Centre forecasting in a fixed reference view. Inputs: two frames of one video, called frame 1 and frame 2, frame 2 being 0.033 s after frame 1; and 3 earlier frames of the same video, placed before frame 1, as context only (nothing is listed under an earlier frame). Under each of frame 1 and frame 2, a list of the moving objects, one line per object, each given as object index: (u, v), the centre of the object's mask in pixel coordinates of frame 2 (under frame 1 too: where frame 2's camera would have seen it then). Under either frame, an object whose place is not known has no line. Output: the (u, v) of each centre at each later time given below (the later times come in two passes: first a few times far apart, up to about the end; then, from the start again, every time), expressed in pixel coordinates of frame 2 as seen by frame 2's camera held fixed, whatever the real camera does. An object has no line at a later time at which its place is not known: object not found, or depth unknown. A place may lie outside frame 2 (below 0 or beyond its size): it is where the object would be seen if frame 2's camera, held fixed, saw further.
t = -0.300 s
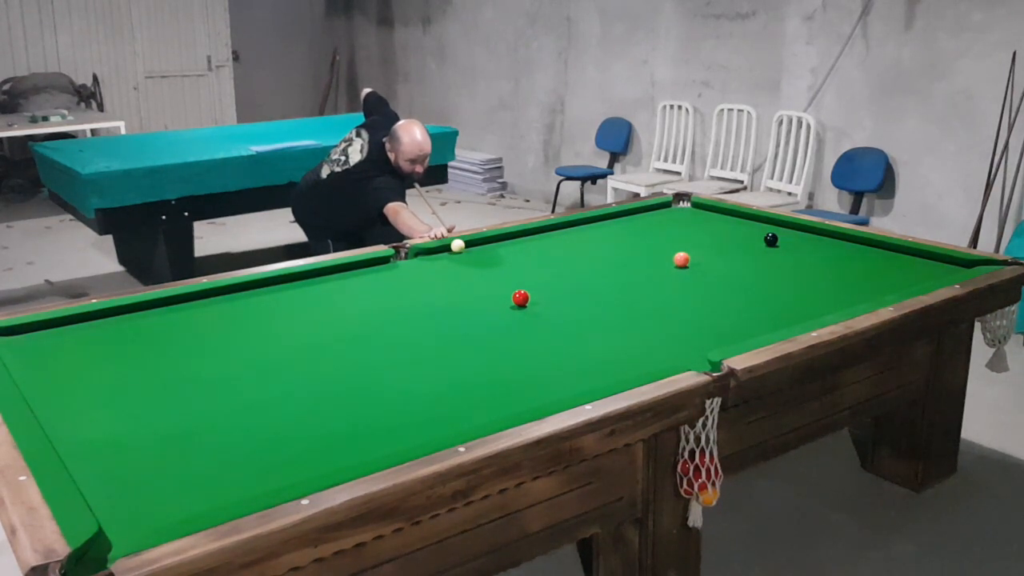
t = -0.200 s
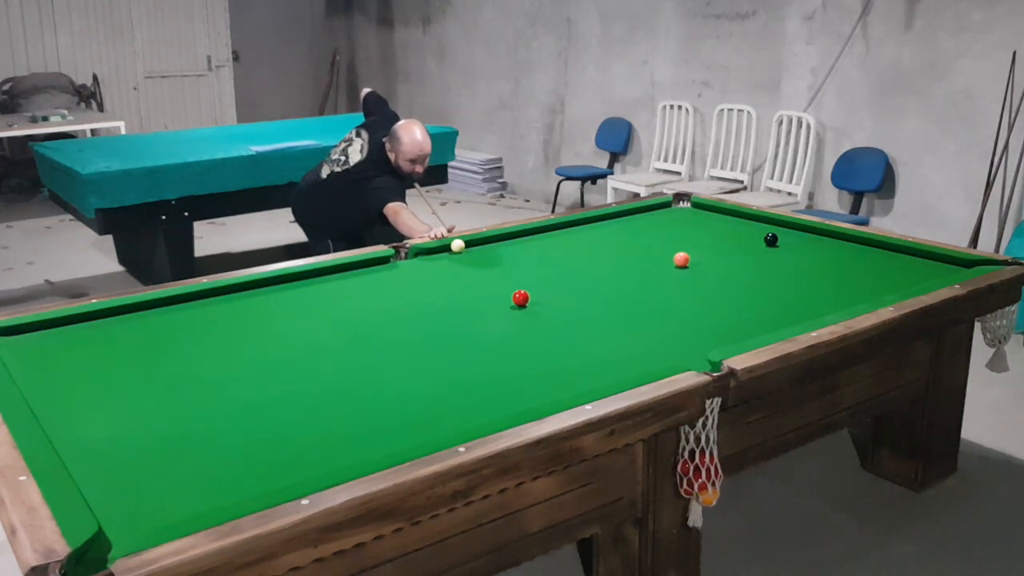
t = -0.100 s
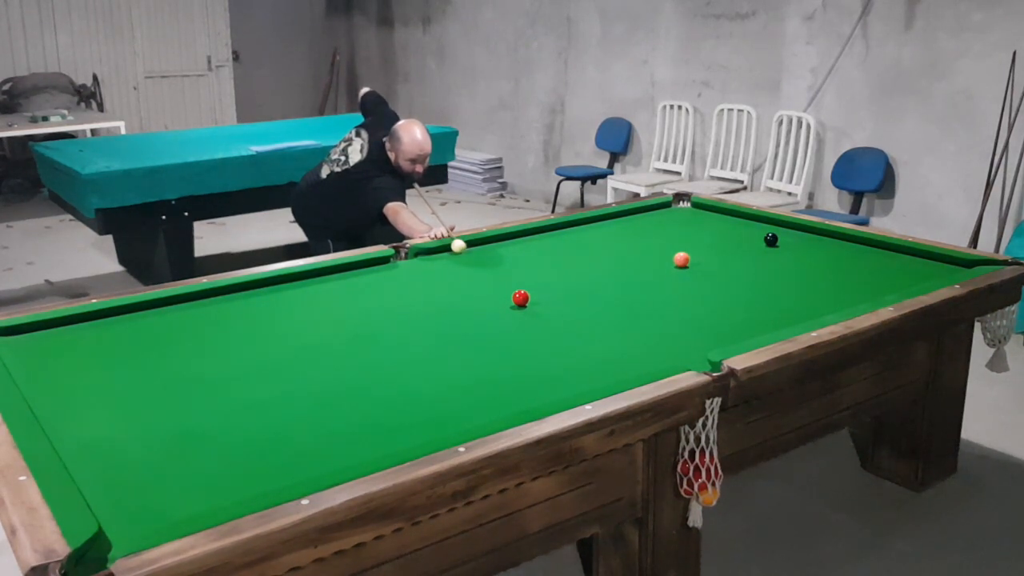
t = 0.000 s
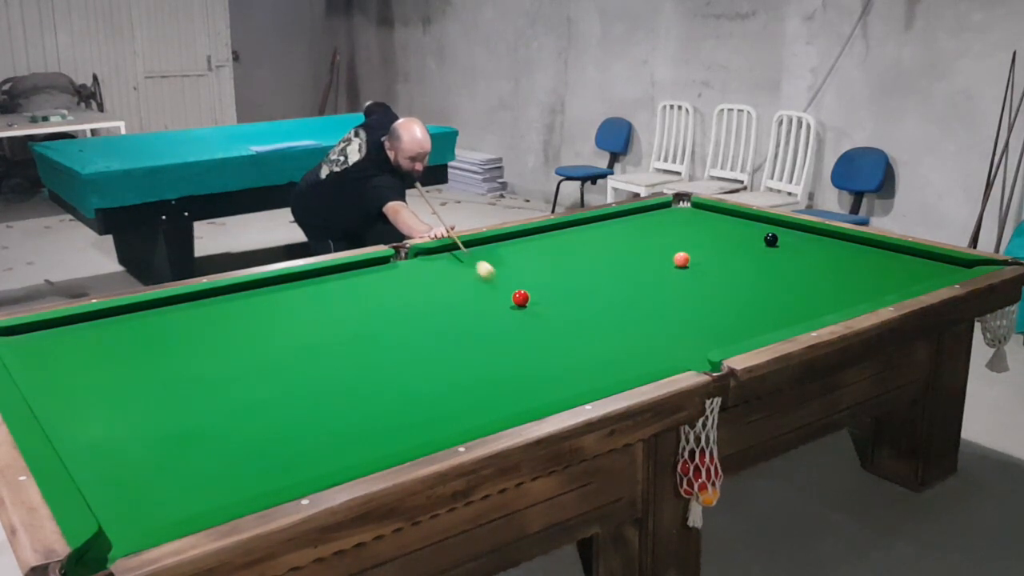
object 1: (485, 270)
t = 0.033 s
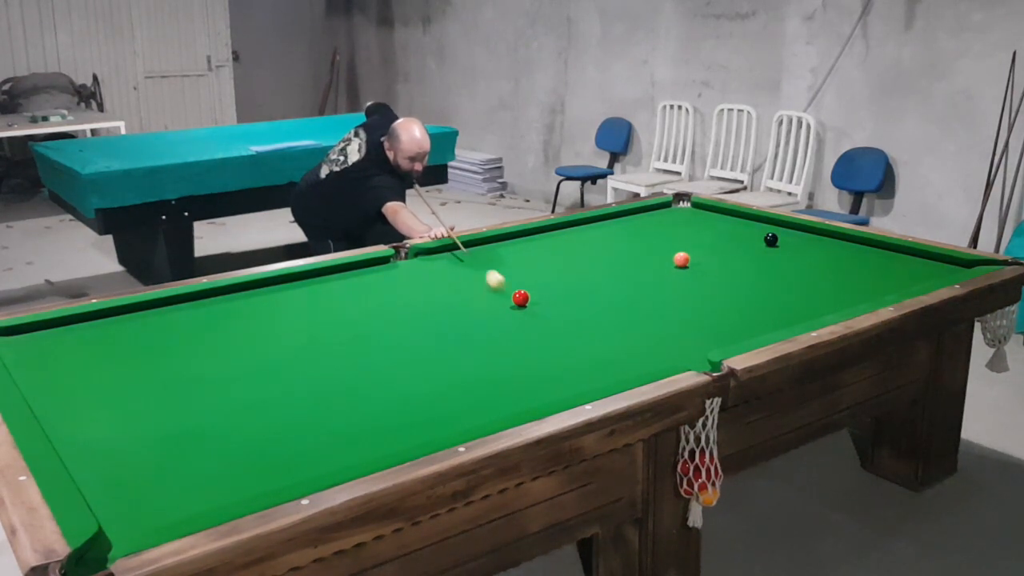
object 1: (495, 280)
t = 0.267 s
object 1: (466, 316)
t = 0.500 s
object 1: (427, 358)
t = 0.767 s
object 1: (372, 422)
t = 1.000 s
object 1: (294, 468)
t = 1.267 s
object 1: (176, 469)
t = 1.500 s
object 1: (80, 469)
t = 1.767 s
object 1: (117, 431)
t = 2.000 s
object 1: (145, 404)
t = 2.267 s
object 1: (171, 377)
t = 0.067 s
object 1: (505, 289)
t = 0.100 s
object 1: (504, 296)
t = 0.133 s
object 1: (495, 300)
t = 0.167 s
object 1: (487, 303)
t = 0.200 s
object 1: (479, 307)
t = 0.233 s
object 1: (473, 312)
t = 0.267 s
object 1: (466, 316)
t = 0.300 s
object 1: (460, 321)
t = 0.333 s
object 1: (455, 327)
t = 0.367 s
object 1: (450, 333)
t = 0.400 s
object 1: (444, 339)
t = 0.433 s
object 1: (439, 345)
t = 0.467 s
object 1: (433, 352)
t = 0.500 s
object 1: (427, 358)
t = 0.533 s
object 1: (421, 365)
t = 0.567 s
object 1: (415, 373)
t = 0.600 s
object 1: (409, 380)
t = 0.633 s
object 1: (402, 387)
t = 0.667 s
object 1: (395, 396)
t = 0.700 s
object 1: (388, 404)
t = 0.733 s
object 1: (380, 413)
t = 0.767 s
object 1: (372, 422)
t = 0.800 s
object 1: (364, 431)
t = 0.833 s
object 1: (356, 441)
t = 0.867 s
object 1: (347, 450)
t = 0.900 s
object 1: (337, 459)
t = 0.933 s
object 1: (324, 465)
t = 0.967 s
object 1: (309, 467)
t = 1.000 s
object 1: (294, 468)
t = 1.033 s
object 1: (279, 468)
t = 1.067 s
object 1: (264, 469)
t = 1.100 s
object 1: (249, 469)
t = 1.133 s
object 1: (234, 469)
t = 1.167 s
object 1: (220, 469)
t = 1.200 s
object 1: (205, 469)
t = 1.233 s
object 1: (190, 469)
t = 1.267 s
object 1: (176, 469)
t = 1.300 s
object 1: (161, 470)
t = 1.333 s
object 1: (147, 470)
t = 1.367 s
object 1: (133, 470)
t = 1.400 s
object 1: (119, 470)
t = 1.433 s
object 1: (105, 470)
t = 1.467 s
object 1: (92, 470)
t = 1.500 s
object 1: (80, 469)
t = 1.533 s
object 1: (84, 465)
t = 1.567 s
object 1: (90, 459)
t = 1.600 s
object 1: (95, 454)
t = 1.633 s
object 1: (99, 449)
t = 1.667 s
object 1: (104, 445)
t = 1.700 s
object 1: (108, 440)
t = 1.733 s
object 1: (113, 436)
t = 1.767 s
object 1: (117, 431)
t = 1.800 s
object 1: (122, 427)
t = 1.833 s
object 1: (125, 423)
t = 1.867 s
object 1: (129, 419)
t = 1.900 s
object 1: (133, 415)
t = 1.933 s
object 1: (137, 411)
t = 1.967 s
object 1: (141, 407)
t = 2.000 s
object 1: (145, 404)
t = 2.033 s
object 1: (148, 400)
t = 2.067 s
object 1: (152, 397)
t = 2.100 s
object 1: (155, 393)
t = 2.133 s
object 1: (159, 390)
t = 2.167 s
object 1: (162, 387)
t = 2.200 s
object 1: (165, 383)
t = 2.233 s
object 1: (168, 380)
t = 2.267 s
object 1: (171, 377)
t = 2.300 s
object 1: (174, 374)
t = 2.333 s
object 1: (177, 371)
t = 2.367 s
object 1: (180, 369)
